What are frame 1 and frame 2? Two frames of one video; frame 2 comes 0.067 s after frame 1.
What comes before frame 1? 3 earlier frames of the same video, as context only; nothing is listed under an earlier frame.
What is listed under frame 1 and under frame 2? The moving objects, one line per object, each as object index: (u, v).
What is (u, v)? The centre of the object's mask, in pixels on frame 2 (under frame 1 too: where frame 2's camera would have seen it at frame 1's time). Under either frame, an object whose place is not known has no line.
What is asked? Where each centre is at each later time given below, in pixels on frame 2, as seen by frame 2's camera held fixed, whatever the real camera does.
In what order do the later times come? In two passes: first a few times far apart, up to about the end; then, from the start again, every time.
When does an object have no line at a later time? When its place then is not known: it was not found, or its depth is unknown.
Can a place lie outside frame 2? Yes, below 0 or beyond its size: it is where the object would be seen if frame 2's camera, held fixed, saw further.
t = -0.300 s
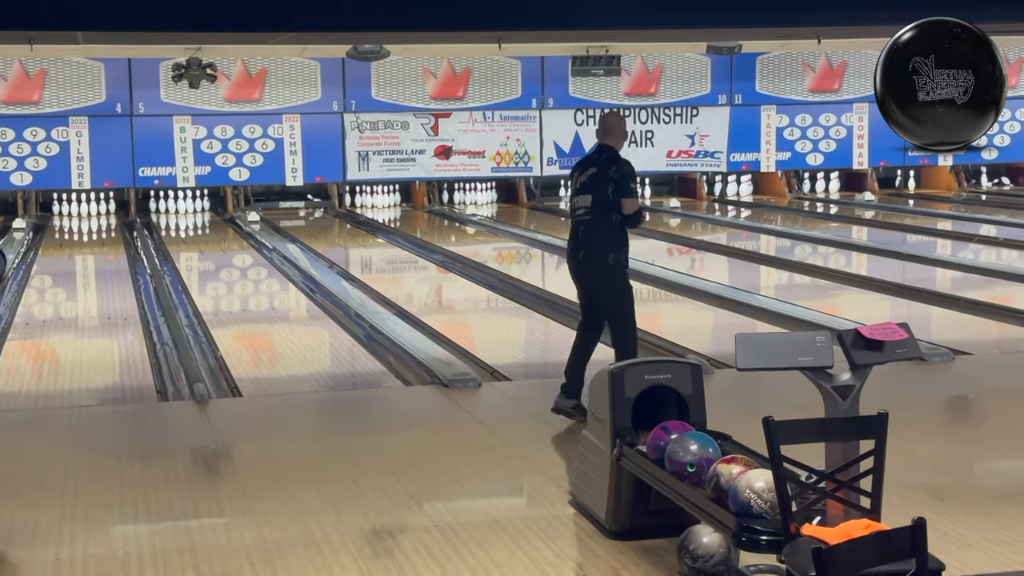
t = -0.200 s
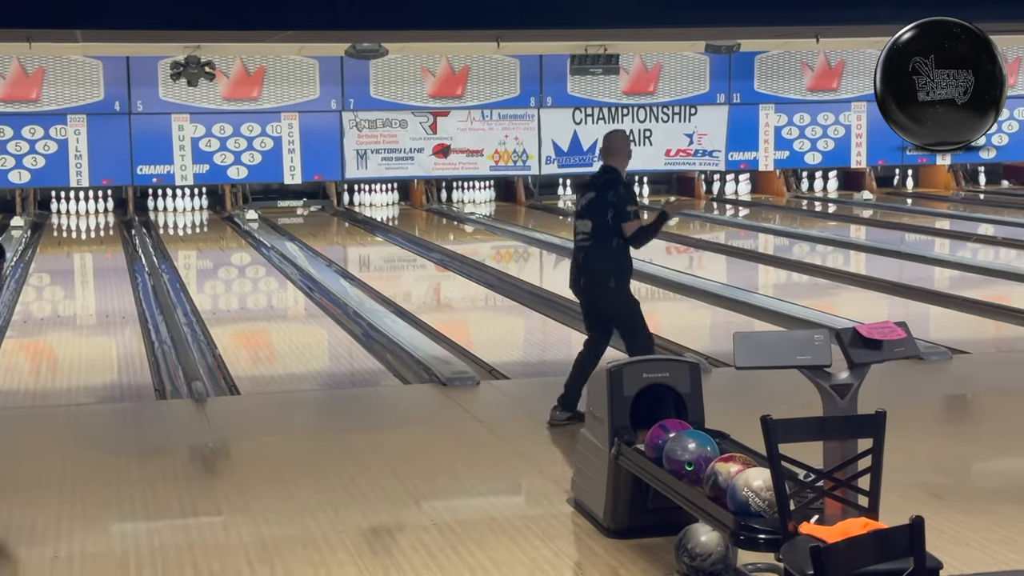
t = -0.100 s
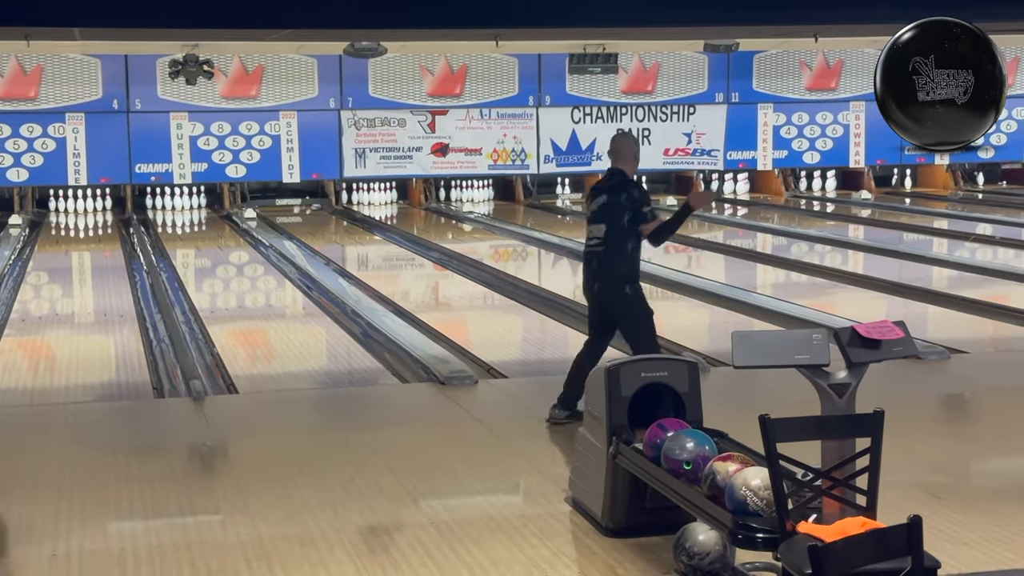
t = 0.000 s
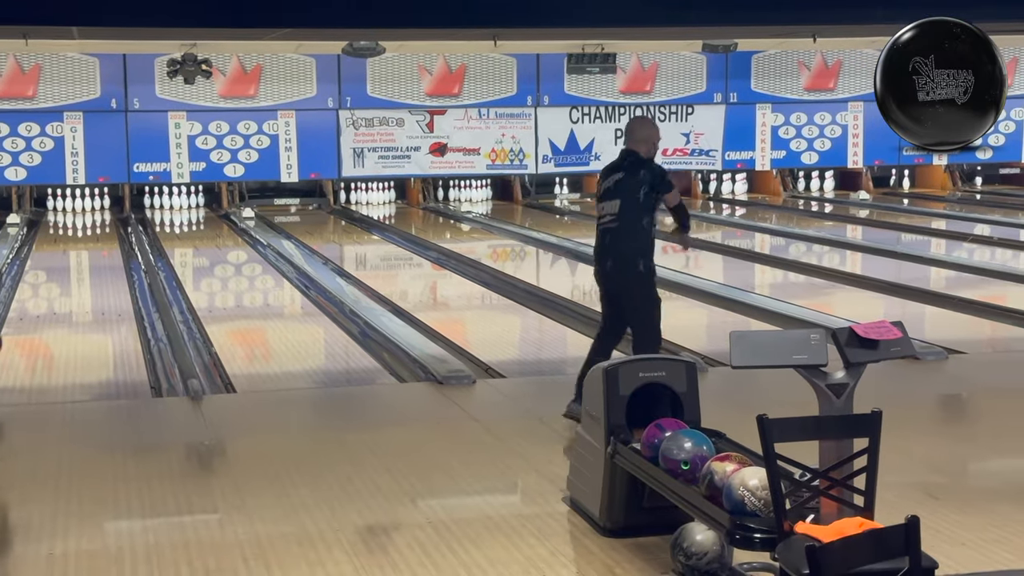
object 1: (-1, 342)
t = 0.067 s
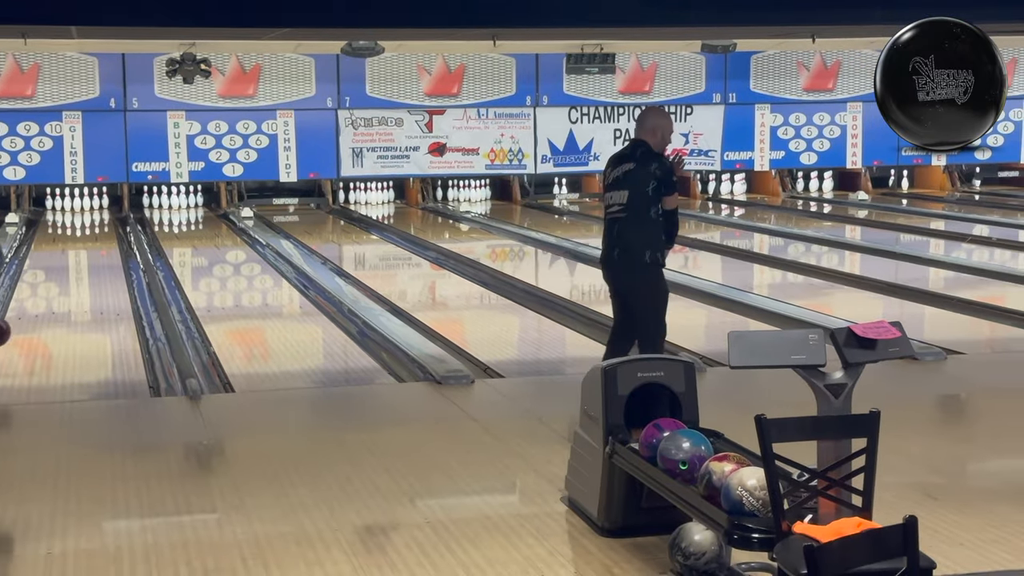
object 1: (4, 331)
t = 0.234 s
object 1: (18, 332)
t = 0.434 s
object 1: (40, 307)
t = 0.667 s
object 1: (59, 285)
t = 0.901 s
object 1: (73, 267)
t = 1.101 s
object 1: (84, 254)
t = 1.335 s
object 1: (93, 242)
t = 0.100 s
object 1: (7, 329)
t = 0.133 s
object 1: (10, 327)
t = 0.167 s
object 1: (12, 328)
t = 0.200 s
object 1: (15, 330)
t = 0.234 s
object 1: (18, 332)
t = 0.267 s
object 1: (22, 327)
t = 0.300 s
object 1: (26, 323)
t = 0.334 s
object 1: (30, 319)
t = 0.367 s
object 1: (33, 315)
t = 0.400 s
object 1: (37, 311)
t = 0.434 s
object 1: (40, 307)
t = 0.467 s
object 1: (43, 304)
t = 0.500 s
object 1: (46, 301)
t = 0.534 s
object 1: (48, 297)
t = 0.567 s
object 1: (51, 294)
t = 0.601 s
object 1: (54, 291)
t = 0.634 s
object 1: (56, 288)
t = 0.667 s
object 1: (59, 285)
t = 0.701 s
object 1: (61, 283)
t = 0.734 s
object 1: (63, 280)
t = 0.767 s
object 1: (65, 277)
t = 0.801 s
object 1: (67, 274)
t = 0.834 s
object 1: (69, 272)
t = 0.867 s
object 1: (71, 269)
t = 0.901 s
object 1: (73, 267)
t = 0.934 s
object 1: (75, 265)
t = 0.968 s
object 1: (77, 263)
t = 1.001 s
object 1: (79, 260)
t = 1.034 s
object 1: (81, 258)
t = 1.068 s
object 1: (82, 256)
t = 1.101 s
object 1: (84, 254)
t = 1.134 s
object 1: (85, 252)
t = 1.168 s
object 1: (86, 251)
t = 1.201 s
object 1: (88, 249)
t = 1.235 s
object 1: (89, 247)
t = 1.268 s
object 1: (90, 245)
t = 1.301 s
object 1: (92, 243)
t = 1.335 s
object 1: (93, 242)
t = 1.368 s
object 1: (93, 241)
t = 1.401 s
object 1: (94, 239)
